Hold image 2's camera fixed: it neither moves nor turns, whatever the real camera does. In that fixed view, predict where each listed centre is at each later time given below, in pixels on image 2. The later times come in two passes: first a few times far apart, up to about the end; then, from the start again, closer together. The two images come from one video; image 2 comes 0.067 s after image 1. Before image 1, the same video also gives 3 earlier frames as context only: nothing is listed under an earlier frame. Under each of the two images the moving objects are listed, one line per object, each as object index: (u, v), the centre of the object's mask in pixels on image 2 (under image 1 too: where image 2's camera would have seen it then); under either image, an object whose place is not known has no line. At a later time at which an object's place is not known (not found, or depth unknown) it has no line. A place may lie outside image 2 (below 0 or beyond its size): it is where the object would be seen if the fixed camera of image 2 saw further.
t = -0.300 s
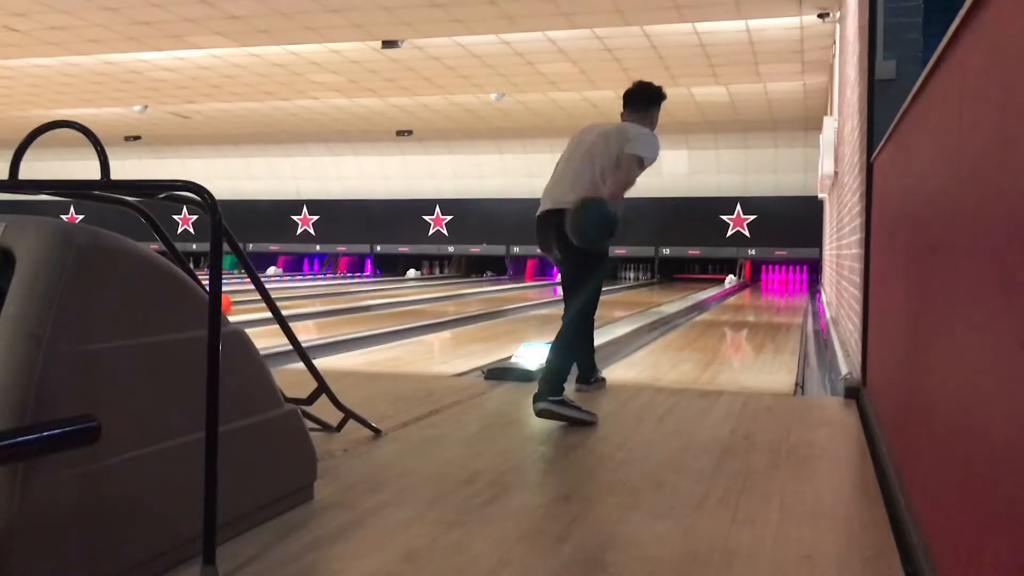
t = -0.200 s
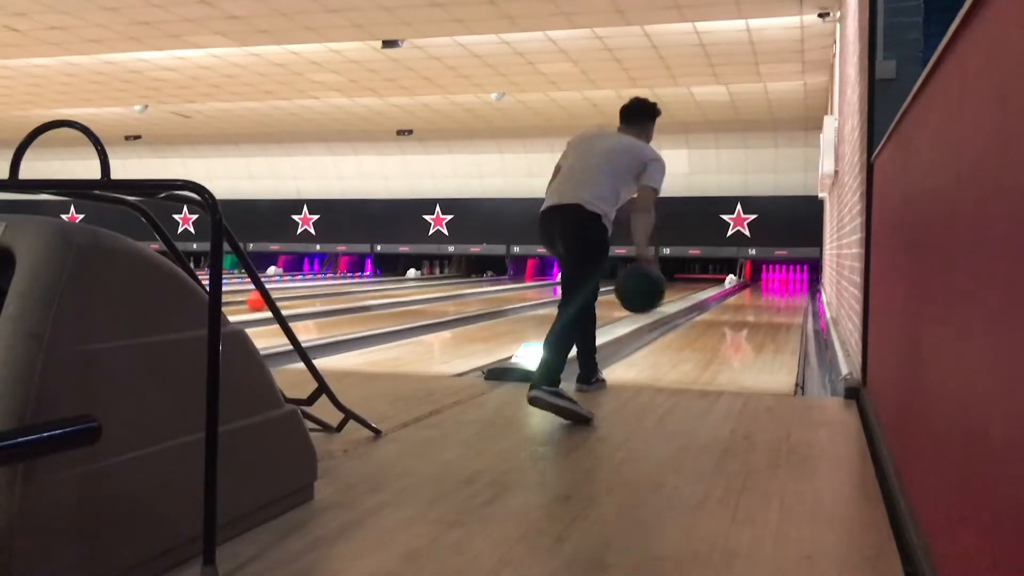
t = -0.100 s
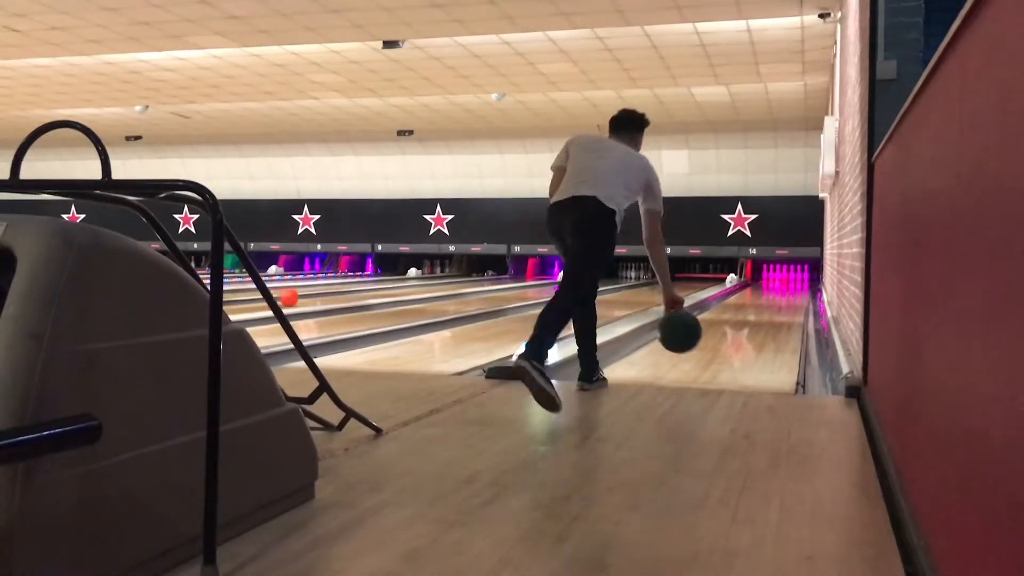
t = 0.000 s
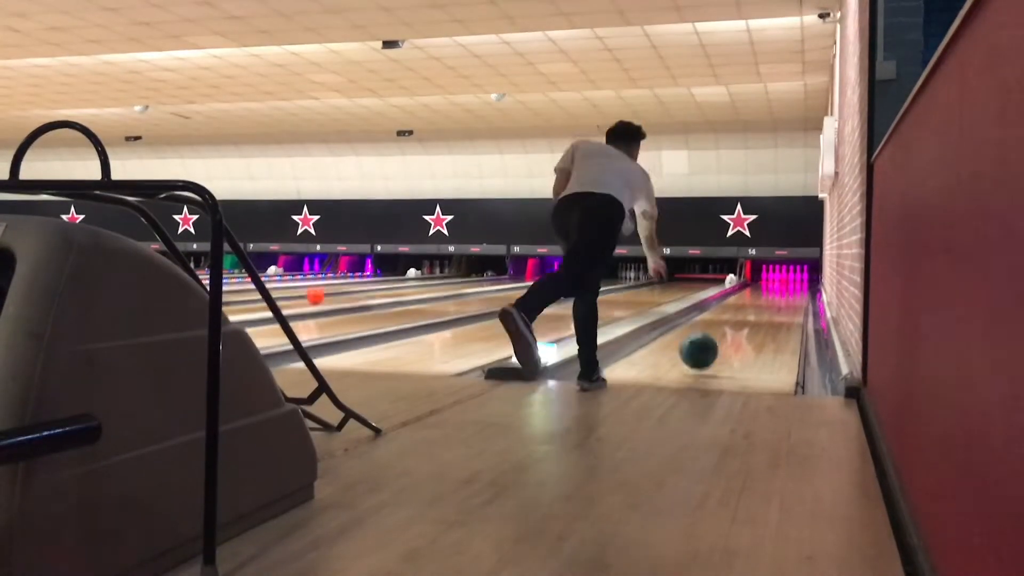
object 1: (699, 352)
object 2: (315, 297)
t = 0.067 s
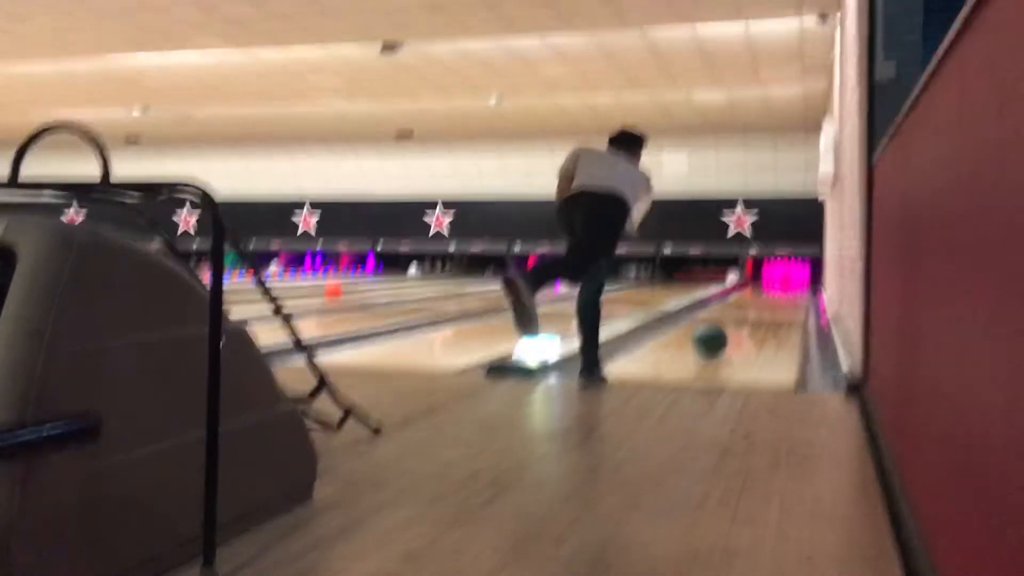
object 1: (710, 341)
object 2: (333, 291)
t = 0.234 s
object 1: (730, 332)
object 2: (368, 290)
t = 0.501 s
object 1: (750, 316)
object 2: (413, 287)
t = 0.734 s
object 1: (762, 305)
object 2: (445, 283)
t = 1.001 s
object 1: (772, 299)
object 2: (473, 282)
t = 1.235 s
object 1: (779, 293)
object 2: (494, 279)
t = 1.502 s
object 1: (783, 289)
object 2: (514, 277)
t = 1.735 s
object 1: (787, 286)
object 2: (528, 277)
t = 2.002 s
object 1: (790, 283)
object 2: (542, 275)
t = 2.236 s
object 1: (793, 281)
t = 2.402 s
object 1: (795, 280)
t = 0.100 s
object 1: (715, 337)
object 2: (341, 290)
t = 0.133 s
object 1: (719, 337)
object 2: (349, 291)
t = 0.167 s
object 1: (722, 337)
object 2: (355, 292)
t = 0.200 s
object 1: (726, 335)
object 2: (361, 291)
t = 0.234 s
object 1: (730, 332)
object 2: (368, 290)
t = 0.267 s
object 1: (733, 328)
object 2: (375, 289)
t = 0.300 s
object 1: (736, 326)
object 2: (381, 289)
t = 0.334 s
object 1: (739, 325)
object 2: (387, 290)
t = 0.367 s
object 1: (741, 322)
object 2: (392, 289)
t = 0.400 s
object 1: (743, 321)
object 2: (397, 289)
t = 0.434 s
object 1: (746, 319)
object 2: (402, 288)
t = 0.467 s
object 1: (748, 318)
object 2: (409, 288)
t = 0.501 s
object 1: (750, 316)
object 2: (413, 287)
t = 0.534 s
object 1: (752, 314)
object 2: (418, 286)
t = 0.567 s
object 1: (754, 312)
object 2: (423, 286)
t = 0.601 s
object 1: (756, 311)
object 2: (427, 286)
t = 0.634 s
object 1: (758, 310)
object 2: (432, 285)
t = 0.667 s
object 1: (759, 309)
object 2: (436, 285)
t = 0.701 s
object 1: (761, 307)
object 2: (441, 283)
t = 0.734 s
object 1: (762, 305)
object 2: (445, 283)
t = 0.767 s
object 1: (764, 305)
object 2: (449, 284)
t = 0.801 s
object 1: (765, 304)
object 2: (453, 283)
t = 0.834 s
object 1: (767, 303)
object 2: (457, 283)
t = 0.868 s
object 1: (768, 302)
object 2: (460, 283)
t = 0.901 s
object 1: (769, 301)
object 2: (462, 283)
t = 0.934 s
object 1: (770, 300)
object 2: (467, 282)
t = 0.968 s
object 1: (771, 299)
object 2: (470, 282)
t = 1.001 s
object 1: (772, 299)
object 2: (473, 282)
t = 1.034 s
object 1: (773, 297)
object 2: (477, 281)
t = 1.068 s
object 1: (774, 297)
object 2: (480, 281)
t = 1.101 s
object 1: (775, 295)
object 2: (483, 280)
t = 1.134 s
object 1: (776, 295)
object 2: (486, 280)
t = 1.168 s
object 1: (777, 294)
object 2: (489, 280)
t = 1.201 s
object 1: (778, 294)
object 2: (491, 280)
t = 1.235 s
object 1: (779, 293)
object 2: (494, 279)
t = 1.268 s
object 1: (779, 292)
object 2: (497, 279)
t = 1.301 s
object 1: (780, 291)
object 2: (500, 278)
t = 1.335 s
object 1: (780, 291)
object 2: (502, 279)
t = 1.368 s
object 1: (781, 291)
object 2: (505, 278)
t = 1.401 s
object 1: (782, 290)
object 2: (507, 278)
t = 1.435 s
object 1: (782, 290)
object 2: (509, 278)
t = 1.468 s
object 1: (783, 289)
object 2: (512, 277)
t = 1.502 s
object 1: (783, 289)
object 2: (514, 277)
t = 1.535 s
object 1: (784, 288)
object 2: (516, 277)
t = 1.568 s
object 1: (785, 288)
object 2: (518, 277)
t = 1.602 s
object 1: (786, 287)
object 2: (520, 276)
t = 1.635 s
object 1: (786, 287)
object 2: (522, 276)
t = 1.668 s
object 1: (786, 287)
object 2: (523, 277)
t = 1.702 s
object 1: (787, 287)
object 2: (525, 277)
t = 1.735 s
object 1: (787, 286)
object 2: (528, 277)
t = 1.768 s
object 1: (788, 285)
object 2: (530, 277)
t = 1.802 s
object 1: (788, 285)
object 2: (531, 276)
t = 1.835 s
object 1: (789, 285)
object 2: (532, 276)
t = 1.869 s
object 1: (789, 285)
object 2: (534, 276)
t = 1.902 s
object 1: (790, 284)
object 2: (537, 275)
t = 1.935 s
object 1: (790, 284)
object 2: (539, 275)
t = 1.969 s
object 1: (790, 284)
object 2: (540, 275)
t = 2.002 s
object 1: (790, 283)
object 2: (542, 275)
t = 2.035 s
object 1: (791, 283)
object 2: (544, 275)
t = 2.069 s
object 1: (792, 282)
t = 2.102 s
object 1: (792, 282)
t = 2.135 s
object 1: (792, 282)
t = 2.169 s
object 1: (792, 282)
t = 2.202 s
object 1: (792, 281)
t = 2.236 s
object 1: (793, 281)
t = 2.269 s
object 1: (793, 281)
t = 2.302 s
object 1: (793, 281)
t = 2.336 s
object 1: (793, 282)
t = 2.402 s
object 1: (795, 280)
